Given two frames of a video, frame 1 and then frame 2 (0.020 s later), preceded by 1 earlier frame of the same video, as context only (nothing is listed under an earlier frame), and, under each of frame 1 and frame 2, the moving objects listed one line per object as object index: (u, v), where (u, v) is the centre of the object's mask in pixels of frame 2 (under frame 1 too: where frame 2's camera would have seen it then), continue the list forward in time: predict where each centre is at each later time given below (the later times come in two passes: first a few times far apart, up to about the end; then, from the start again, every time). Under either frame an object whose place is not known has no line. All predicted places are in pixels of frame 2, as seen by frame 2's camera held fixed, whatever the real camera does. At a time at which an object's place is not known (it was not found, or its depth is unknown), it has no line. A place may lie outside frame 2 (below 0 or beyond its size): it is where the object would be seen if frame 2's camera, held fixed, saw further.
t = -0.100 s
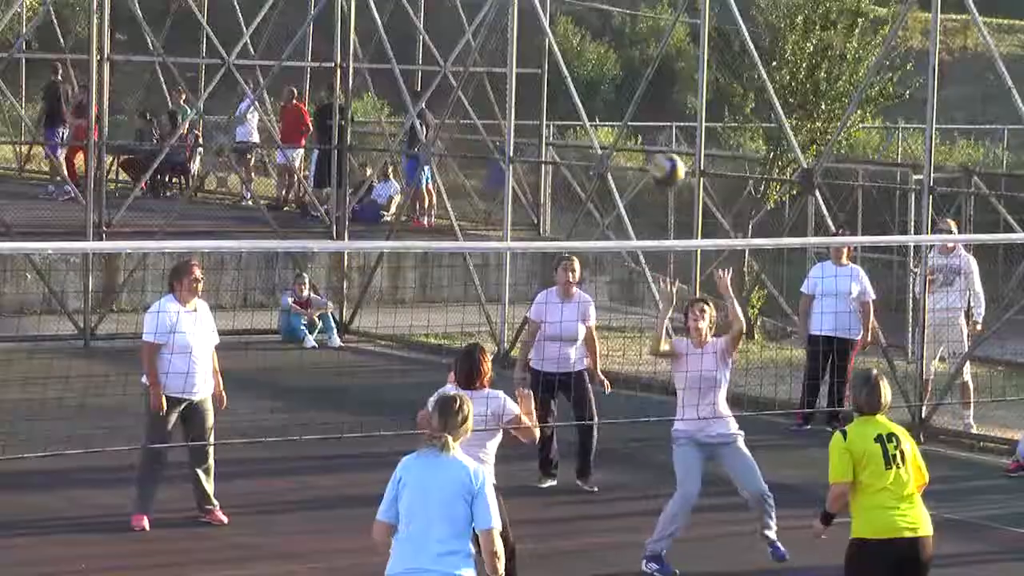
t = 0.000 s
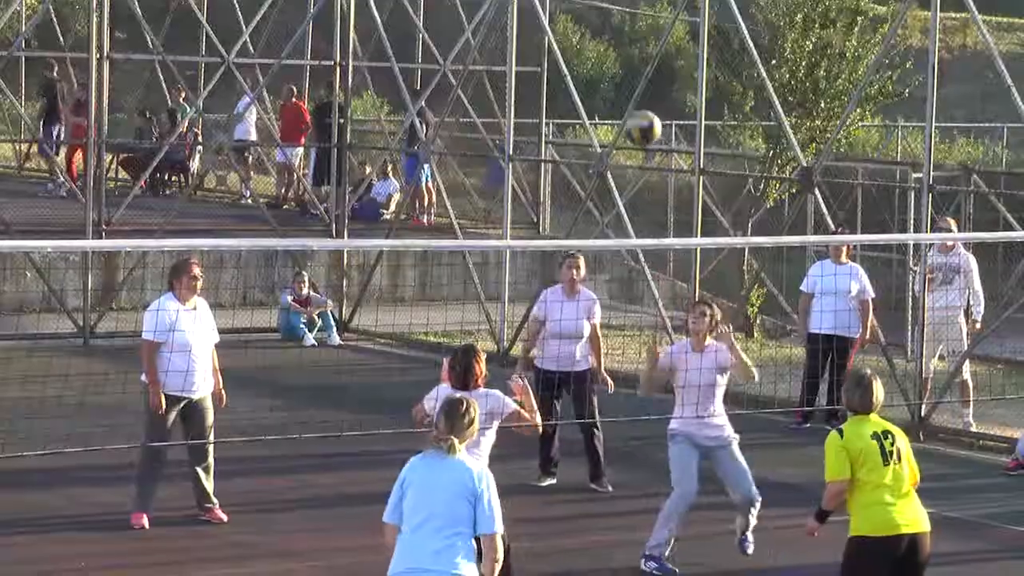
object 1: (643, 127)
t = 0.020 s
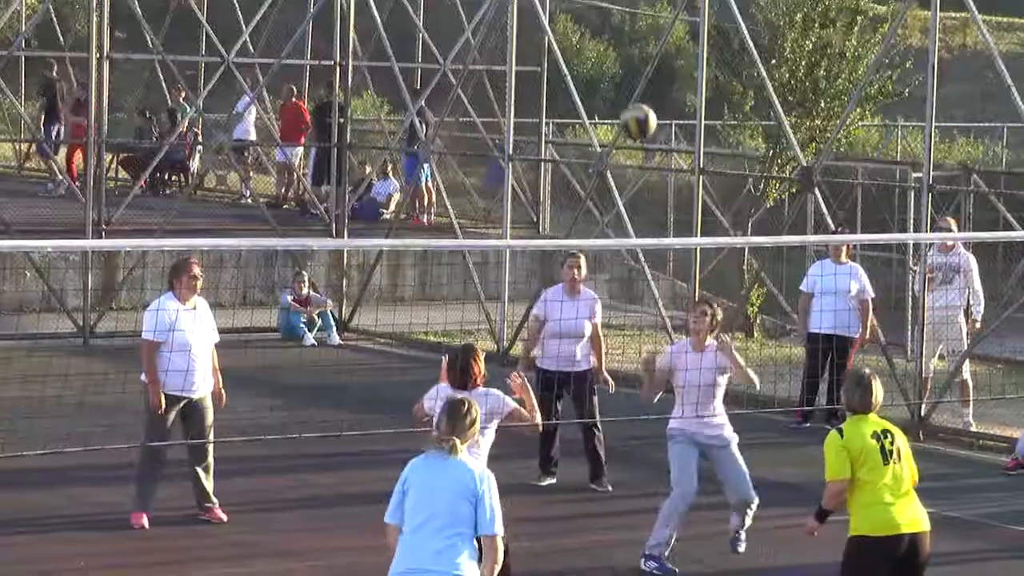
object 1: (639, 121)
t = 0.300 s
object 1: (566, 105)
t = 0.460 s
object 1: (520, 157)
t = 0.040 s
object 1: (633, 116)
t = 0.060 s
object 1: (628, 111)
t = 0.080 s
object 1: (623, 107)
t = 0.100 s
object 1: (618, 103)
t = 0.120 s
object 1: (614, 99)
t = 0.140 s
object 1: (608, 98)
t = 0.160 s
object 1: (603, 97)
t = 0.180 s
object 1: (598, 96)
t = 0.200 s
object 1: (592, 96)
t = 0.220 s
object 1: (587, 96)
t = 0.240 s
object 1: (582, 98)
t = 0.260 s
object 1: (576, 99)
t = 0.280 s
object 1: (572, 100)
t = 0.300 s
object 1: (566, 105)
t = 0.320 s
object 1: (561, 108)
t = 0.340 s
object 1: (555, 114)
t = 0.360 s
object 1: (548, 120)
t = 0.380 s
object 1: (543, 125)
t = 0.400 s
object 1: (538, 132)
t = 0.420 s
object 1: (532, 140)
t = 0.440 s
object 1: (526, 148)
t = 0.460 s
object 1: (520, 157)
